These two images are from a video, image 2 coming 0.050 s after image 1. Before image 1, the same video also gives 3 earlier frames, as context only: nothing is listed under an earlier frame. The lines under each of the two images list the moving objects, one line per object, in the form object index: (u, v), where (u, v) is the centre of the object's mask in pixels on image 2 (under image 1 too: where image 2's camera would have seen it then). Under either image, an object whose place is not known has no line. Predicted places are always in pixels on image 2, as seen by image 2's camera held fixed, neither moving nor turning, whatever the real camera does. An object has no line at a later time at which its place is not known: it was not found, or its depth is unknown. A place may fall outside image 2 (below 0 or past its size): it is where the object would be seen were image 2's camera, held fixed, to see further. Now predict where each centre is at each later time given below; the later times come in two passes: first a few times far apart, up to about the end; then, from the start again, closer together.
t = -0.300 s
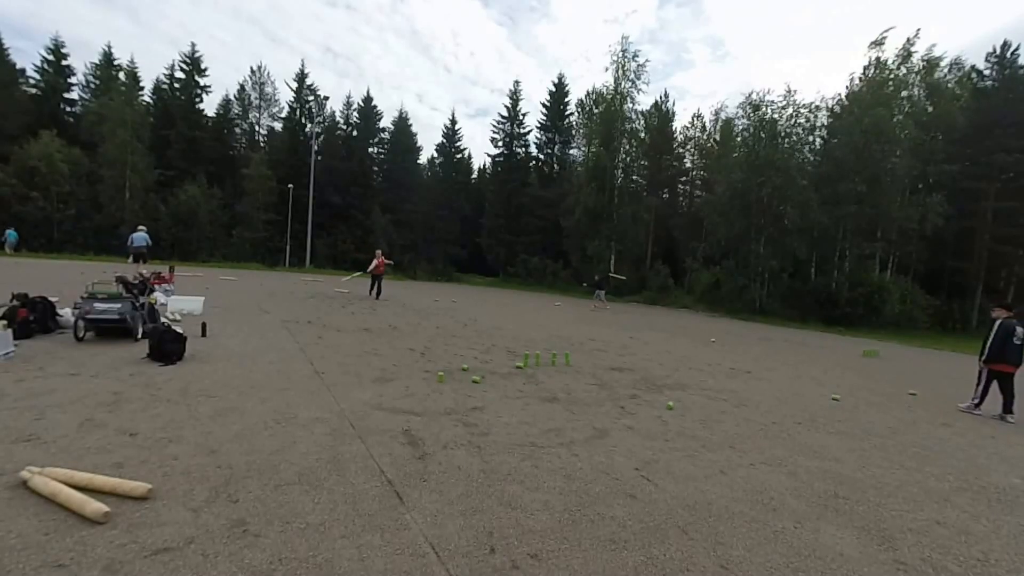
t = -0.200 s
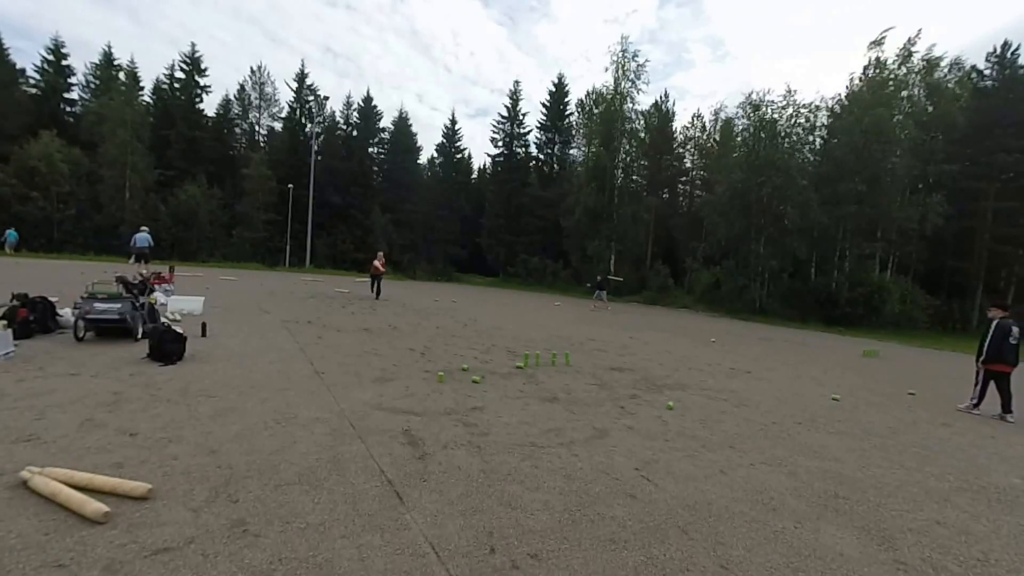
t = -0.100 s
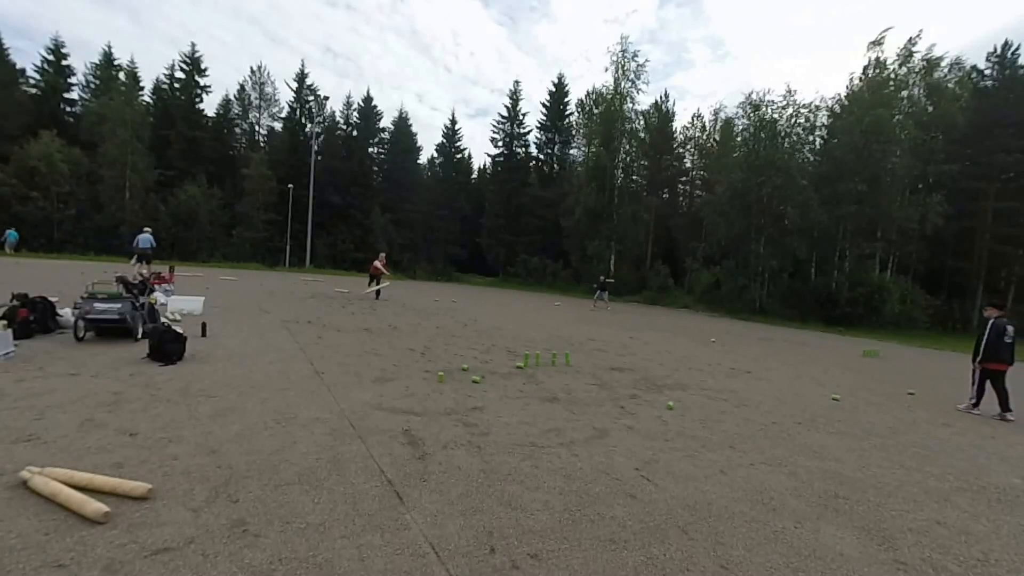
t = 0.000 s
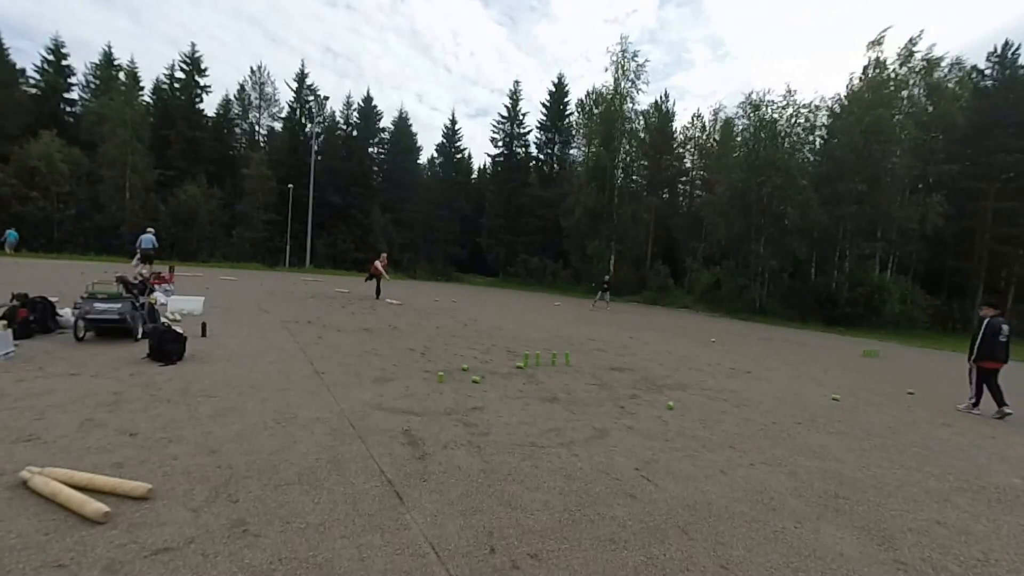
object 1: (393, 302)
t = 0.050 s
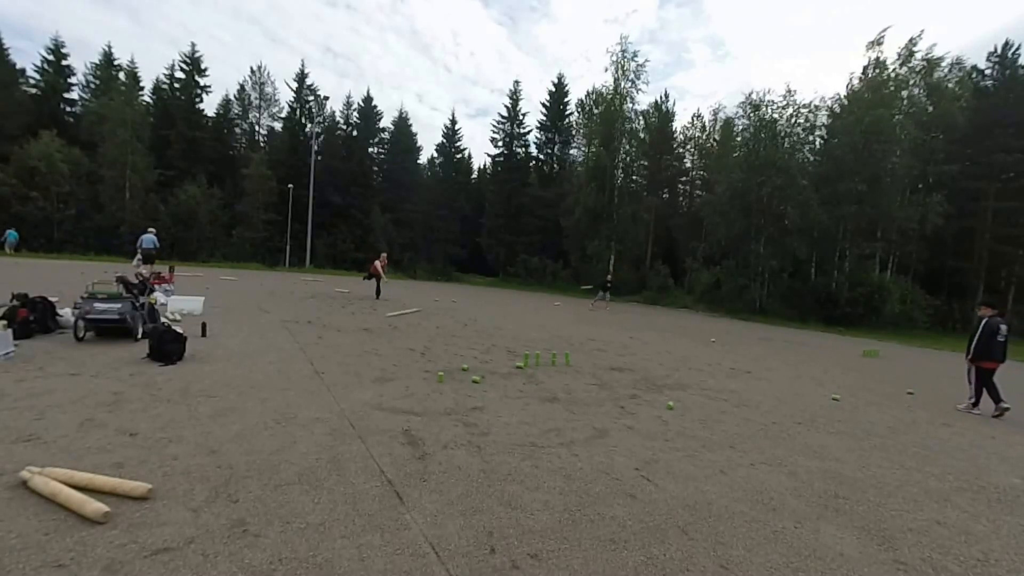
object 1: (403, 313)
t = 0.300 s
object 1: (459, 344)
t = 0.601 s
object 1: (564, 393)
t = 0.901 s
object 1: (758, 485)
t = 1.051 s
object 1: (921, 552)
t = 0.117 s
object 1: (416, 327)
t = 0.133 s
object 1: (420, 329)
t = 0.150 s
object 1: (425, 331)
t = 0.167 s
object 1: (428, 332)
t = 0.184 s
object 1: (432, 334)
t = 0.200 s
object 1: (435, 336)
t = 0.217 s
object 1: (438, 337)
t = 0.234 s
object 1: (441, 338)
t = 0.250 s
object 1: (446, 339)
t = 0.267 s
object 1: (450, 340)
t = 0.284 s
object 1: (454, 342)
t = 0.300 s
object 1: (459, 344)
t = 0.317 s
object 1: (463, 346)
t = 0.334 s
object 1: (468, 349)
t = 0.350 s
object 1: (472, 351)
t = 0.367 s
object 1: (477, 354)
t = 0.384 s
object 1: (481, 357)
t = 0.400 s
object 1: (487, 361)
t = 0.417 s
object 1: (492, 365)
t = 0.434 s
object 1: (497, 367)
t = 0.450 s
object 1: (502, 369)
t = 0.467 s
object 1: (509, 371)
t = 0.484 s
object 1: (515, 373)
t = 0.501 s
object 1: (522, 375)
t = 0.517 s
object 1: (528, 377)
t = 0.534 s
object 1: (534, 380)
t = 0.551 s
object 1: (541, 382)
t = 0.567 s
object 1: (548, 386)
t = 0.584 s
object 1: (556, 389)
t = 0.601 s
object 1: (564, 393)
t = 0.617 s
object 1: (573, 397)
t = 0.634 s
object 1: (580, 401)
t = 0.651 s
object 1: (589, 406)
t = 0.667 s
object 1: (599, 413)
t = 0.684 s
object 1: (609, 417)
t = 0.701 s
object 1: (618, 421)
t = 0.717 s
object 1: (628, 425)
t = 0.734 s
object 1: (638, 429)
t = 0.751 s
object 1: (648, 434)
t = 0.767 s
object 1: (659, 439)
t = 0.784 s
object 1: (670, 444)
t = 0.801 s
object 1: (681, 449)
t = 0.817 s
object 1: (693, 455)
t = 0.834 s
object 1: (705, 460)
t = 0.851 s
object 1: (716, 466)
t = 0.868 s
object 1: (729, 472)
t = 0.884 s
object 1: (743, 478)
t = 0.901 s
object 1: (758, 485)
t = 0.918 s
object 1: (773, 493)
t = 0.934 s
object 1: (789, 500)
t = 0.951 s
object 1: (805, 508)
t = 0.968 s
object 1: (823, 518)
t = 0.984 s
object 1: (842, 527)
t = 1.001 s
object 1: (862, 536)
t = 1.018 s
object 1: (884, 546)
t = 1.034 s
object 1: (904, 549)
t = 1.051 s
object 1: (921, 552)
